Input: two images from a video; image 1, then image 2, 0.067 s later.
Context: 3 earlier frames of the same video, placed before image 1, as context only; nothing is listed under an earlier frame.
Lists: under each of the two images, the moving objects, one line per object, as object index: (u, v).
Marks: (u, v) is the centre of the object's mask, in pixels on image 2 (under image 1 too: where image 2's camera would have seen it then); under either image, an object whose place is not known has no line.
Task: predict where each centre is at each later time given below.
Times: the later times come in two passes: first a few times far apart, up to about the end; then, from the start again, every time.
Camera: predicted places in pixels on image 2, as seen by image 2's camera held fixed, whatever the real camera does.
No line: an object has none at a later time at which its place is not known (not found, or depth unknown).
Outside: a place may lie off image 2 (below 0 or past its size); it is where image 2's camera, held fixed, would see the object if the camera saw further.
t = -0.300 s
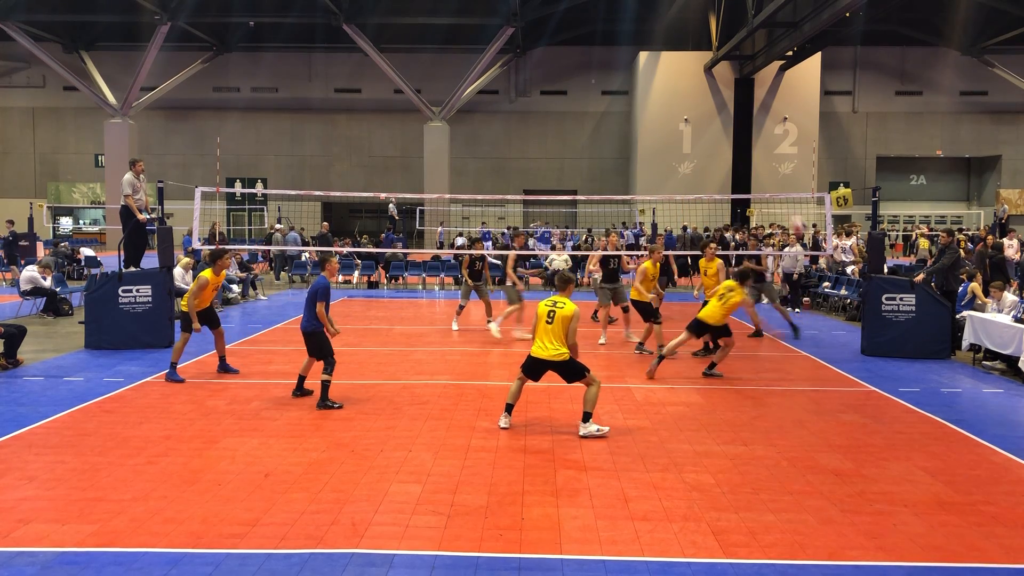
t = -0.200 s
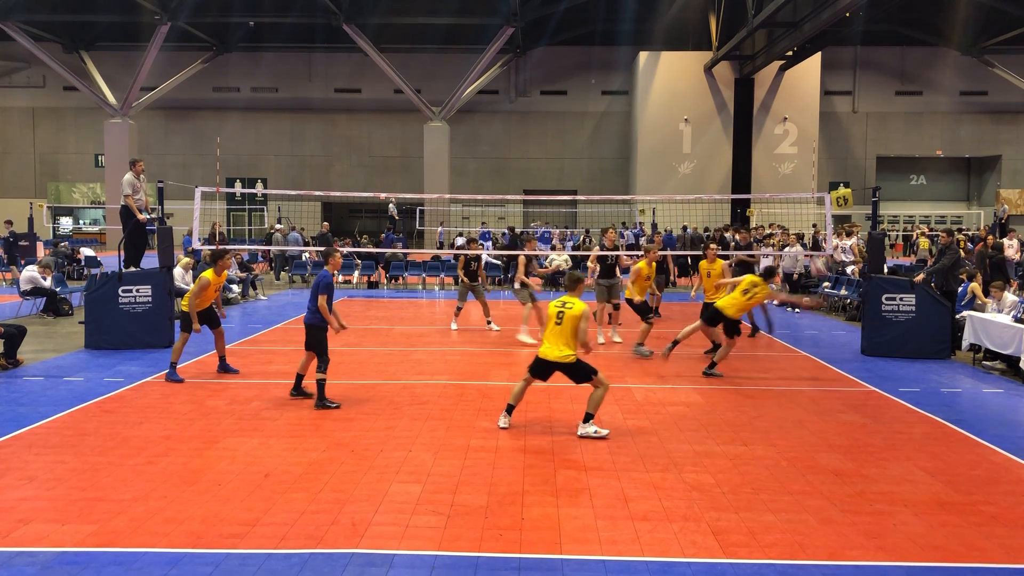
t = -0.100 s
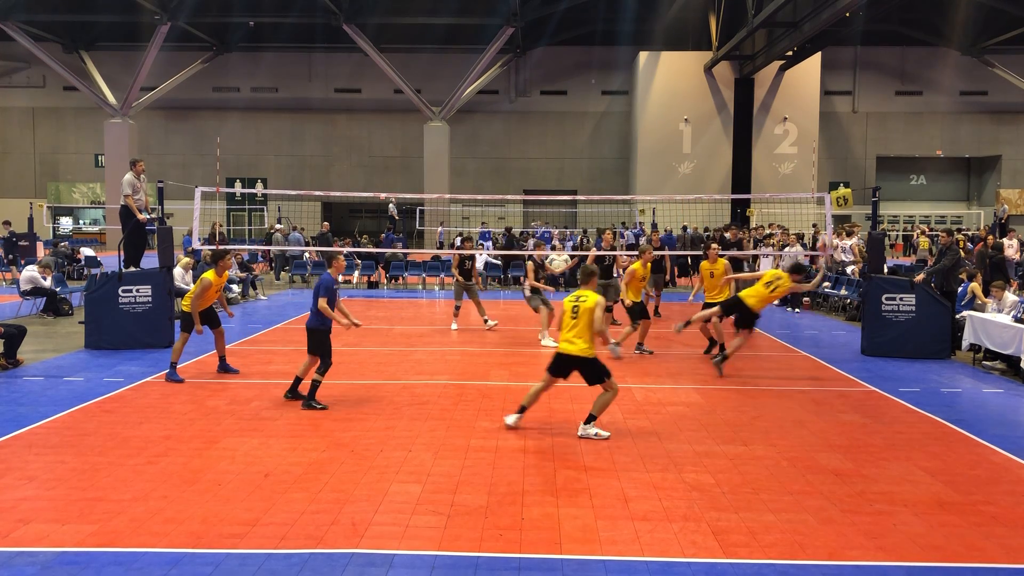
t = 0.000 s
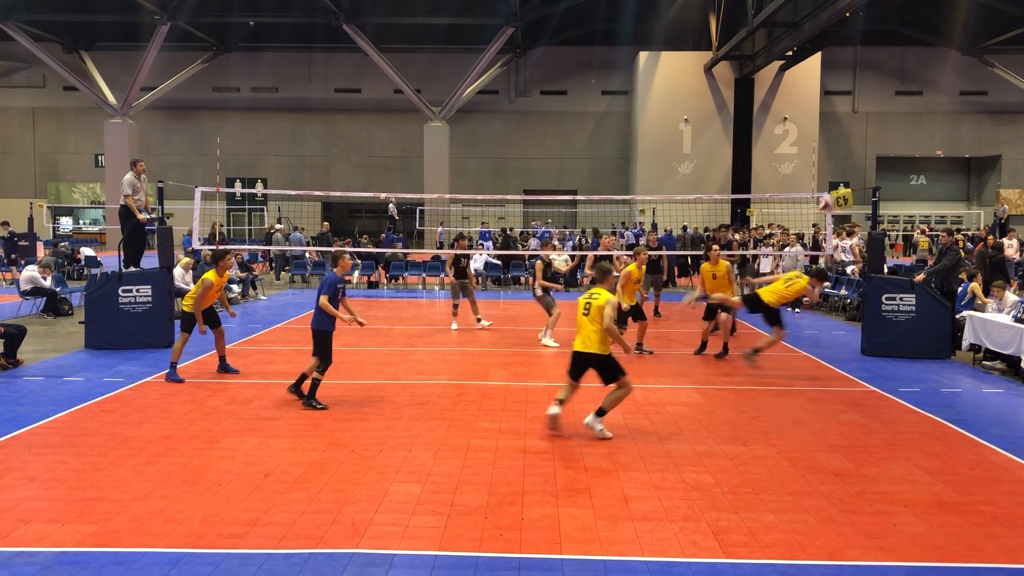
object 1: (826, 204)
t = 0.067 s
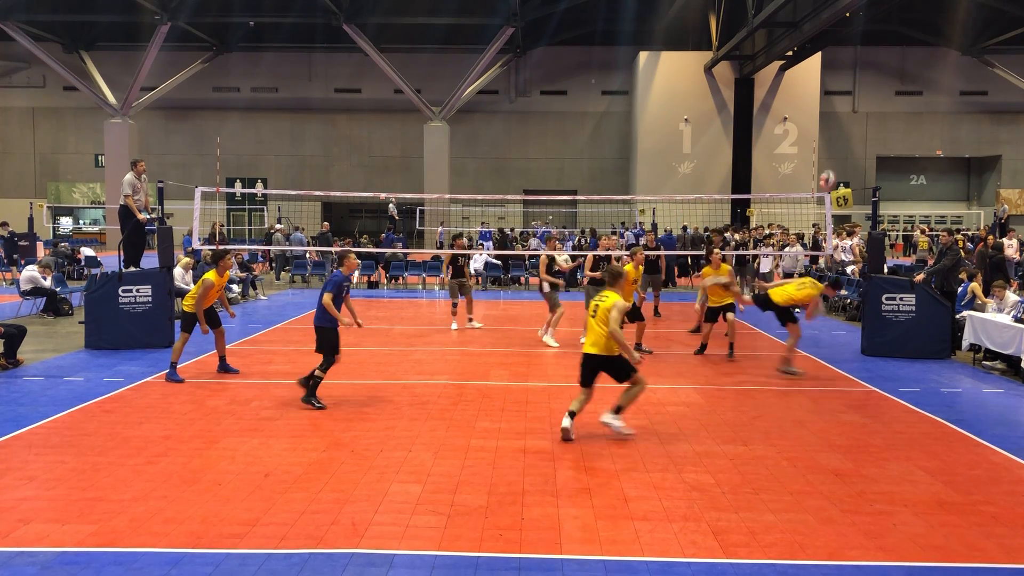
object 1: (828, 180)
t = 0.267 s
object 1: (830, 131)
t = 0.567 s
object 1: (830, 118)
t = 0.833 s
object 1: (829, 168)
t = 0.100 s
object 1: (828, 170)
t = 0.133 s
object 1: (829, 160)
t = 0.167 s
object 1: (829, 151)
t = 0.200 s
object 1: (830, 145)
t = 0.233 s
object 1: (830, 138)
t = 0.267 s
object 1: (830, 131)
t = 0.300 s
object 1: (830, 126)
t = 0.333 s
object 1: (830, 122)
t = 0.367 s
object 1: (830, 119)
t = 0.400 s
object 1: (831, 116)
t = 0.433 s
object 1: (831, 115)
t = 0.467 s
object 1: (831, 114)
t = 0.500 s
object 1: (831, 114)
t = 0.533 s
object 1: (831, 115)
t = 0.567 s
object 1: (830, 118)
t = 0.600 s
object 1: (831, 121)
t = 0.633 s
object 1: (830, 125)
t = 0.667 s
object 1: (831, 129)
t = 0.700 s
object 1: (830, 135)
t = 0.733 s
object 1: (830, 142)
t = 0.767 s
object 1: (830, 150)
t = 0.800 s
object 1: (830, 159)
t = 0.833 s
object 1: (829, 168)
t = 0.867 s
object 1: (829, 179)
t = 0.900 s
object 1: (829, 190)
